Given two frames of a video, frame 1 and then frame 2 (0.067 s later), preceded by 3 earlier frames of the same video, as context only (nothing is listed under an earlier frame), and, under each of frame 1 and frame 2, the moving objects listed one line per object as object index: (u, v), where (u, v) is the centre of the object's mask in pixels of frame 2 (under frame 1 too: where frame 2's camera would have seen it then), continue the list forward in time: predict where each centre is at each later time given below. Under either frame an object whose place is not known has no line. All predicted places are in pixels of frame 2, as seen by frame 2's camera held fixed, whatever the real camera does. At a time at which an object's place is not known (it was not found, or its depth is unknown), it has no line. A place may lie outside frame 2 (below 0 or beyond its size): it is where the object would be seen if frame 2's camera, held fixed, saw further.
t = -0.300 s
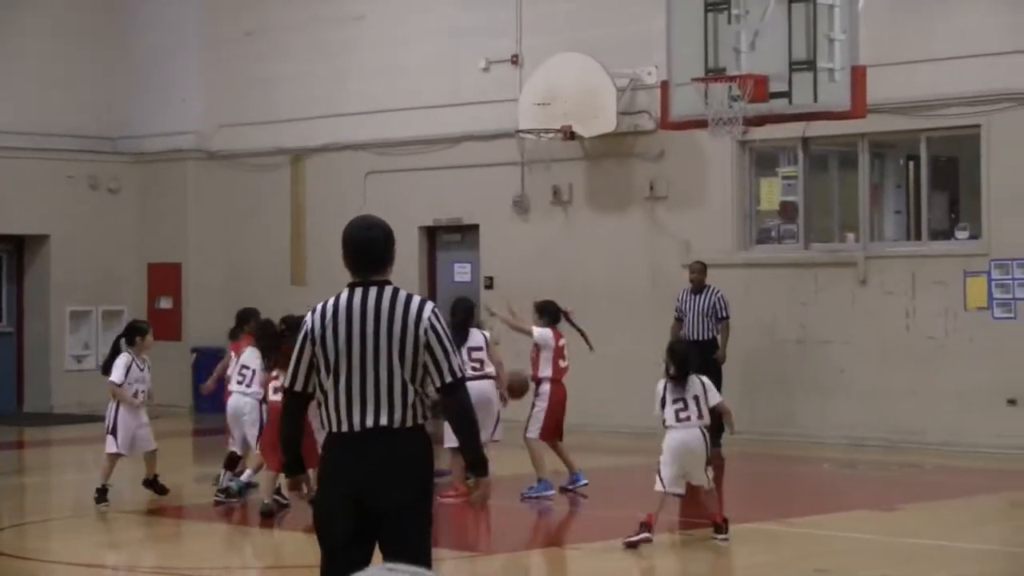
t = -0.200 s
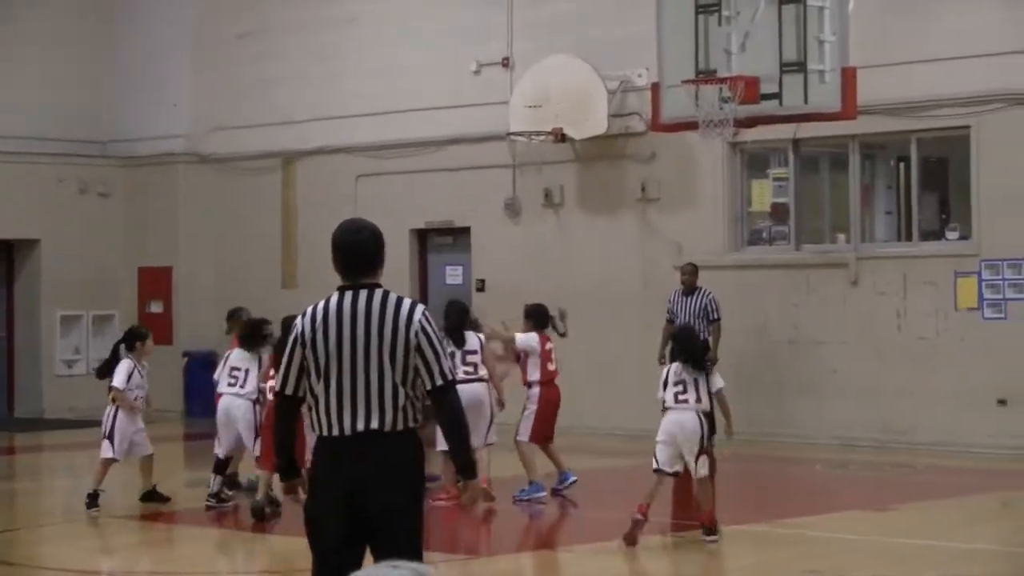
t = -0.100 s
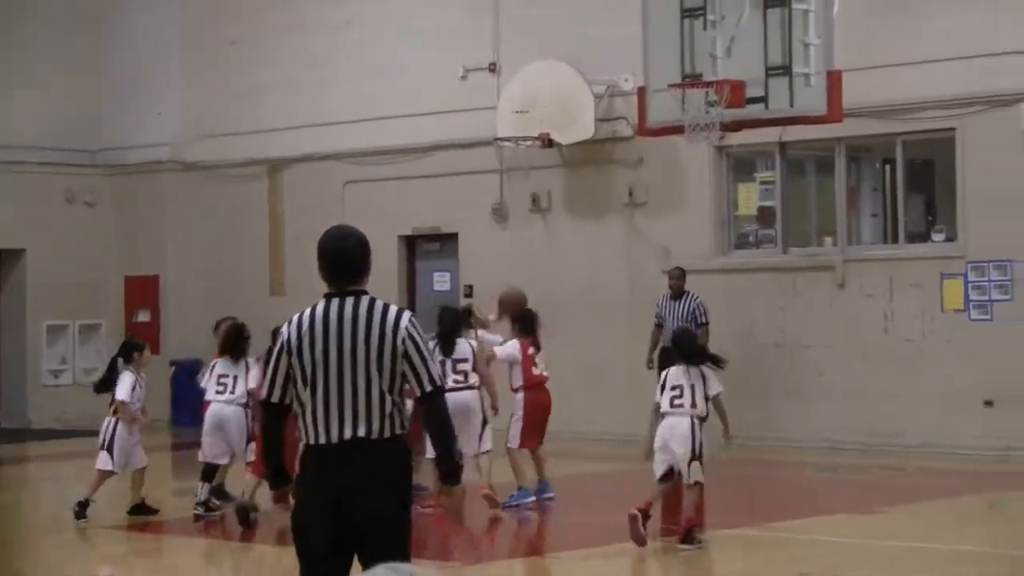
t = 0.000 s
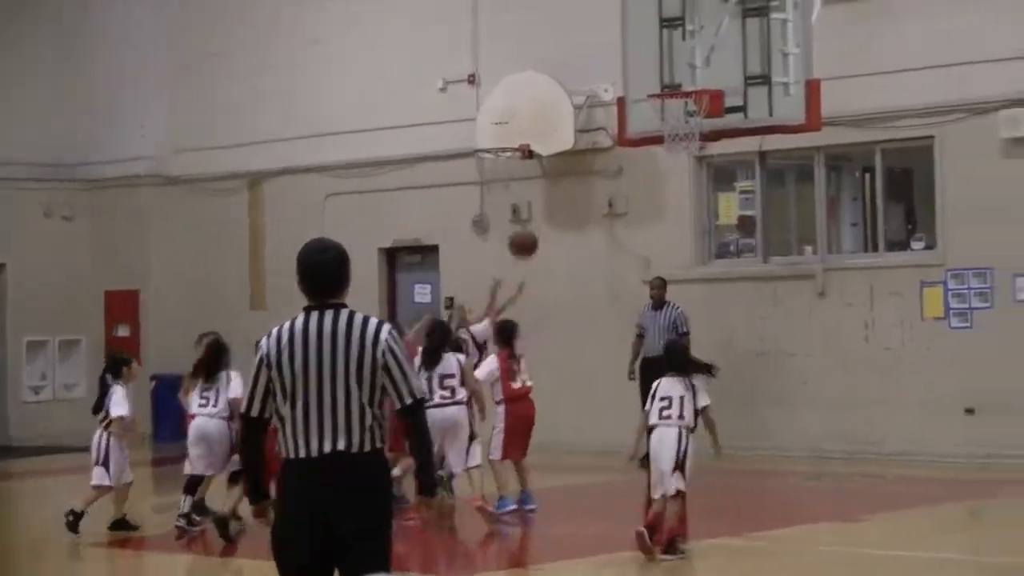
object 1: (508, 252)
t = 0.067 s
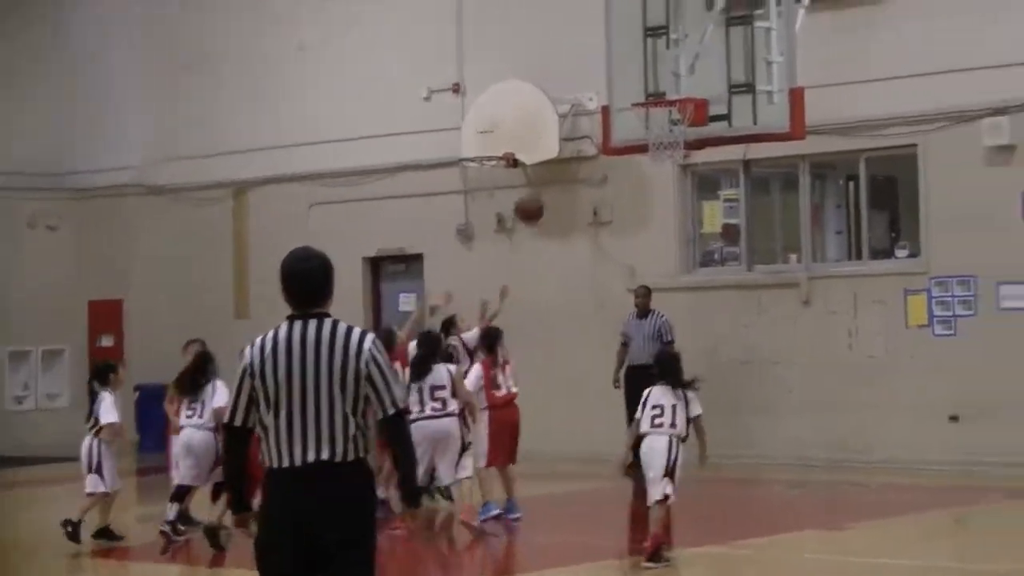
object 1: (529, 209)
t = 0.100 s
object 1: (539, 190)
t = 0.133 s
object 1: (550, 172)
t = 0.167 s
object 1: (562, 155)
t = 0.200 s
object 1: (572, 140)
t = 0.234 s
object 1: (582, 126)
